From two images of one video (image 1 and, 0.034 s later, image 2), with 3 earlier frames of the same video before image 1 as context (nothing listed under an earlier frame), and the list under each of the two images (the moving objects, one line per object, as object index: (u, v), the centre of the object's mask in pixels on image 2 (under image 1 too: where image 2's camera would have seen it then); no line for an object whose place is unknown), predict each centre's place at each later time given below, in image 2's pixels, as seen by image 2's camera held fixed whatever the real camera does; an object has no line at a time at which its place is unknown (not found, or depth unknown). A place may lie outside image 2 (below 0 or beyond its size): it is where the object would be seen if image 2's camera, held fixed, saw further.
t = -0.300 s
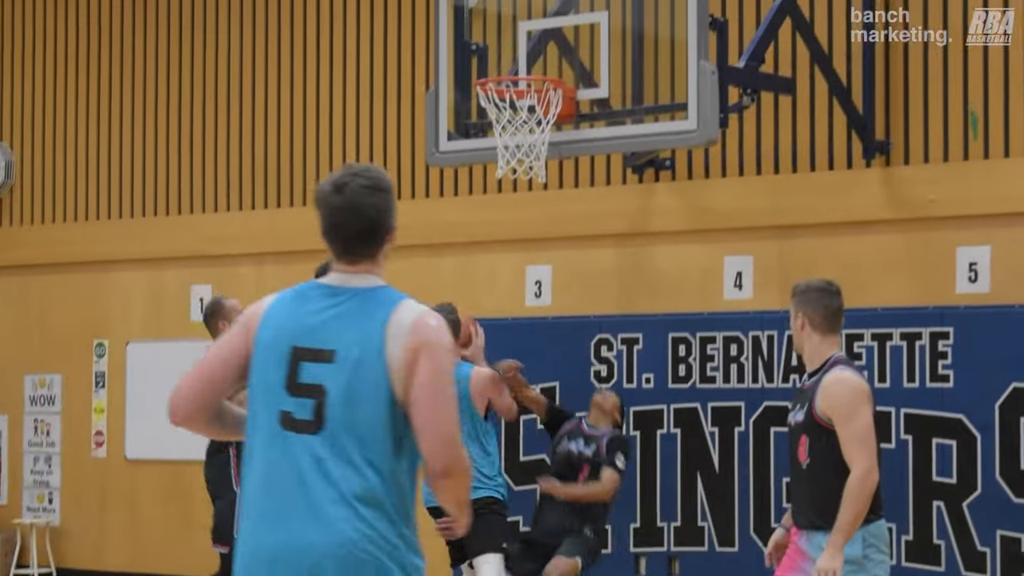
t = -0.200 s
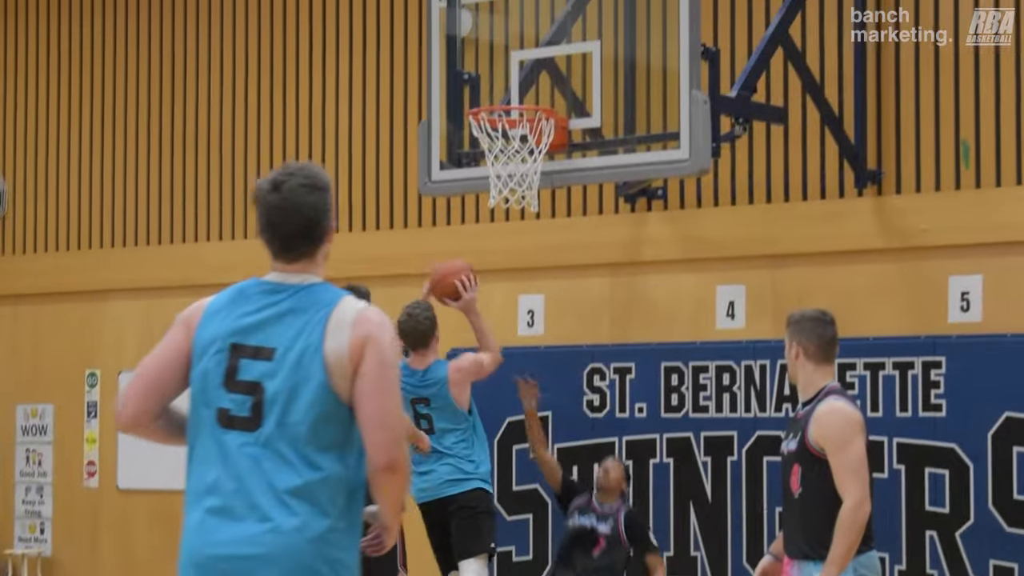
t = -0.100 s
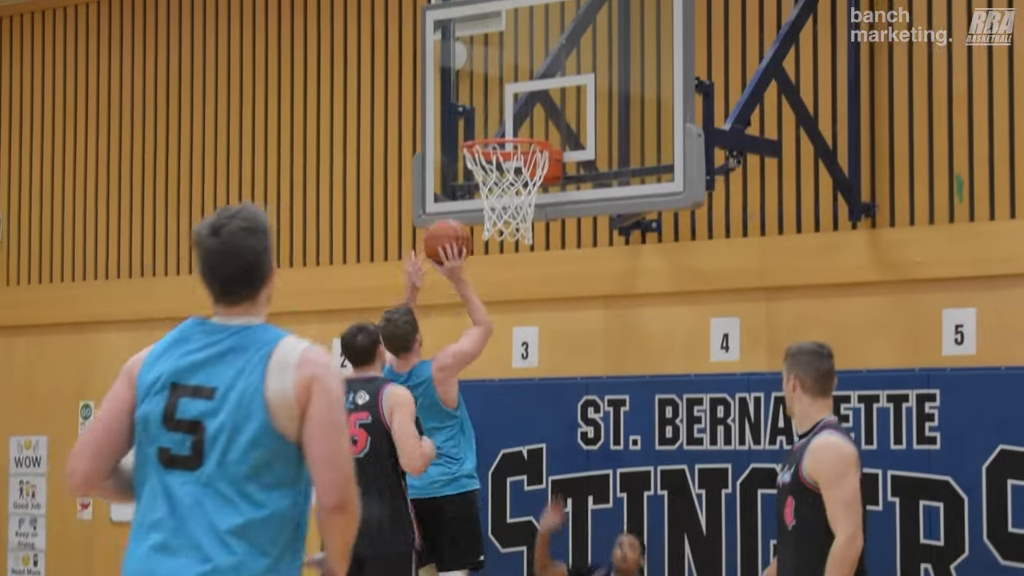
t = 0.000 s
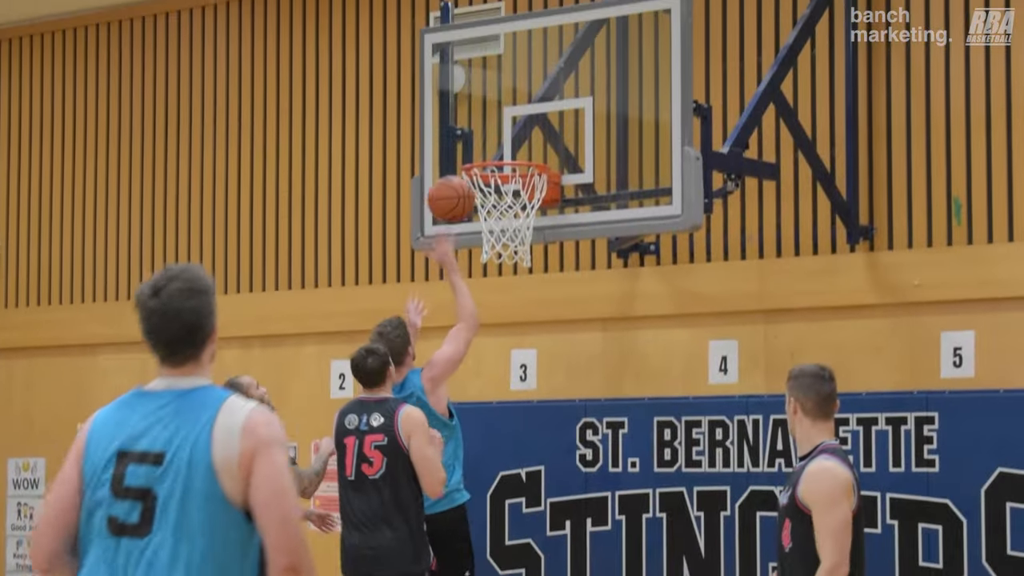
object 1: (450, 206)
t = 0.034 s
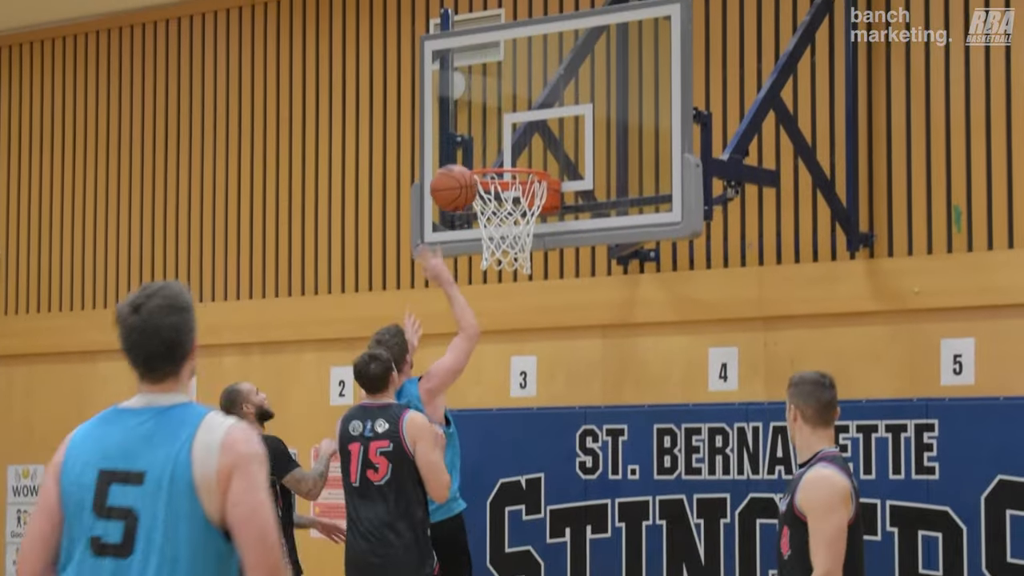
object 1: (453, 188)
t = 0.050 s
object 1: (454, 179)
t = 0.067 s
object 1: (455, 172)
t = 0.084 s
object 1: (456, 165)
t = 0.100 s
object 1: (457, 158)
